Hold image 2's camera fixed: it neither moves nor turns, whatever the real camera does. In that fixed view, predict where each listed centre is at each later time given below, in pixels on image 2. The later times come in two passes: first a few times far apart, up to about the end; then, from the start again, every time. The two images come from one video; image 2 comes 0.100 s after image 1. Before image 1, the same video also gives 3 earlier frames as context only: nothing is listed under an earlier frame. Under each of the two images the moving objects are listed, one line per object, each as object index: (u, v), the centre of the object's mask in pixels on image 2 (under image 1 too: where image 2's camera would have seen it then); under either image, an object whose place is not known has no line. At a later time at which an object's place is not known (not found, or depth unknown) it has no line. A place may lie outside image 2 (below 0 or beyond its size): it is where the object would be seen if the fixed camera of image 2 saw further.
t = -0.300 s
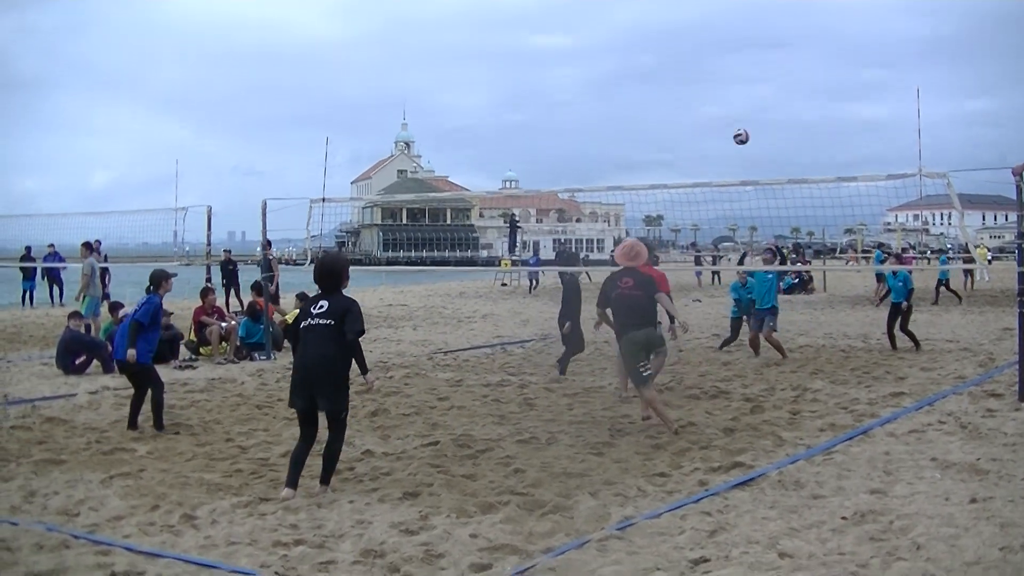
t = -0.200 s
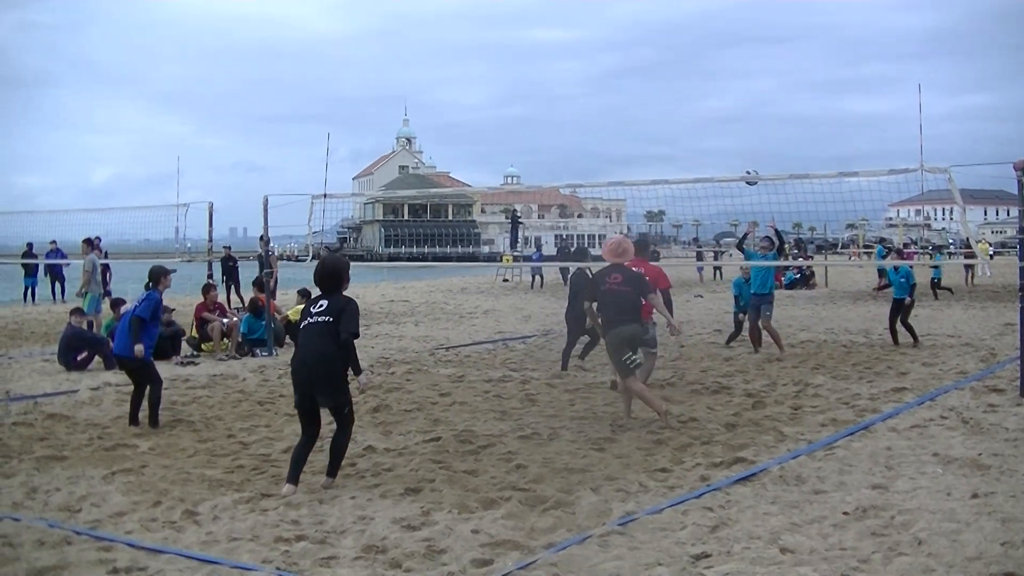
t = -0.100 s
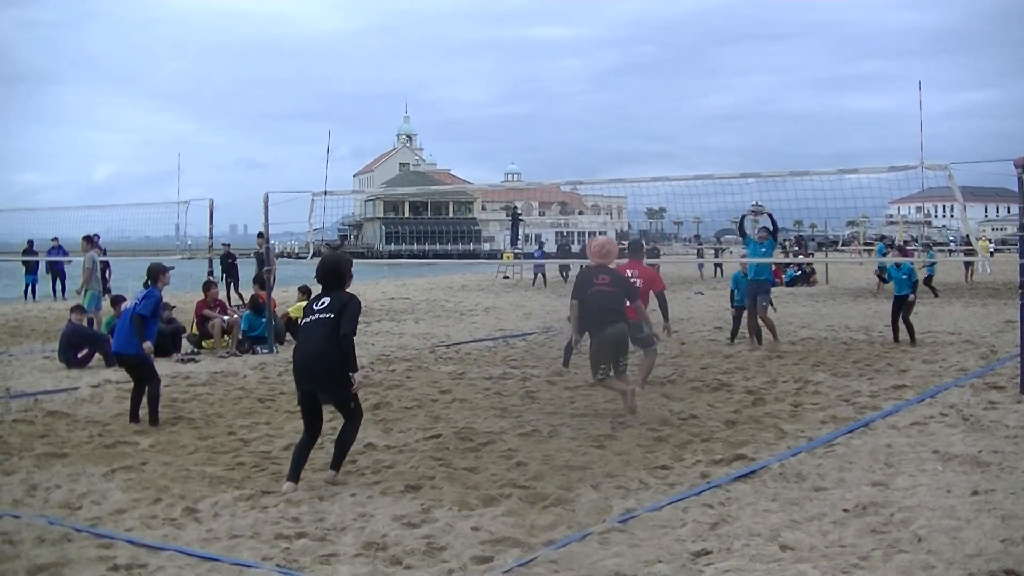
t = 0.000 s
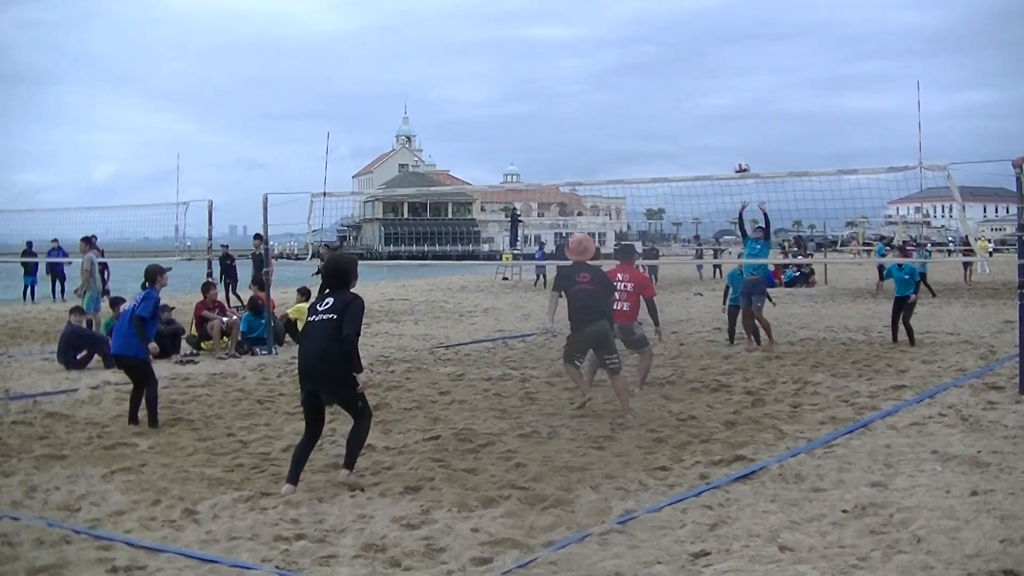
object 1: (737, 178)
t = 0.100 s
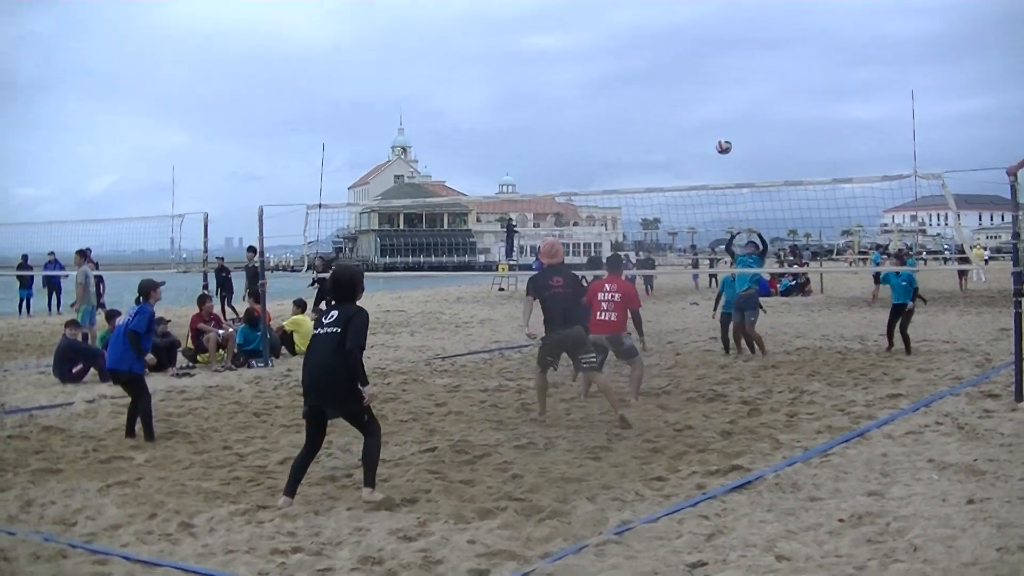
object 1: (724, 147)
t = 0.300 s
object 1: (697, 101)
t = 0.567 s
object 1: (669, 83)
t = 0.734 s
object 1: (657, 97)
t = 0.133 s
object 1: (719, 137)
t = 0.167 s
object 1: (714, 128)
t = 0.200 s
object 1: (710, 121)
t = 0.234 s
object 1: (705, 114)
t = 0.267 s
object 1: (701, 107)
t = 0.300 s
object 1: (697, 101)
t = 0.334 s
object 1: (693, 96)
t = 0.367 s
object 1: (689, 92)
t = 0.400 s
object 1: (685, 89)
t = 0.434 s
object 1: (681, 86)
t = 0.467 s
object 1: (677, 84)
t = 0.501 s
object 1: (674, 83)
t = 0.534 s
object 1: (671, 83)
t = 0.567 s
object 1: (669, 83)
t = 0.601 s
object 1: (666, 84)
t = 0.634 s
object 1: (663, 87)
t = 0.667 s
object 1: (661, 89)
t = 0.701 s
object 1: (659, 93)
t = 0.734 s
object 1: (657, 97)
